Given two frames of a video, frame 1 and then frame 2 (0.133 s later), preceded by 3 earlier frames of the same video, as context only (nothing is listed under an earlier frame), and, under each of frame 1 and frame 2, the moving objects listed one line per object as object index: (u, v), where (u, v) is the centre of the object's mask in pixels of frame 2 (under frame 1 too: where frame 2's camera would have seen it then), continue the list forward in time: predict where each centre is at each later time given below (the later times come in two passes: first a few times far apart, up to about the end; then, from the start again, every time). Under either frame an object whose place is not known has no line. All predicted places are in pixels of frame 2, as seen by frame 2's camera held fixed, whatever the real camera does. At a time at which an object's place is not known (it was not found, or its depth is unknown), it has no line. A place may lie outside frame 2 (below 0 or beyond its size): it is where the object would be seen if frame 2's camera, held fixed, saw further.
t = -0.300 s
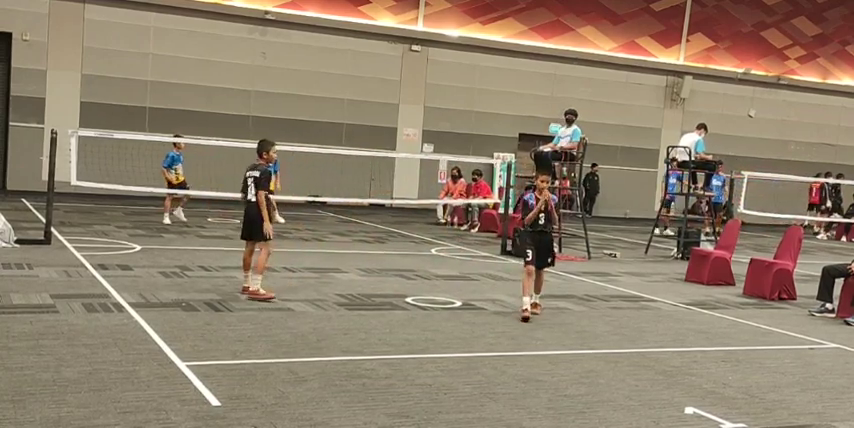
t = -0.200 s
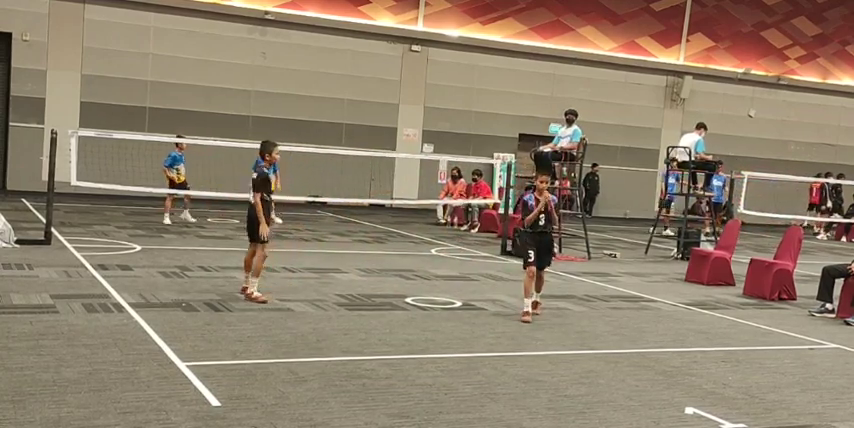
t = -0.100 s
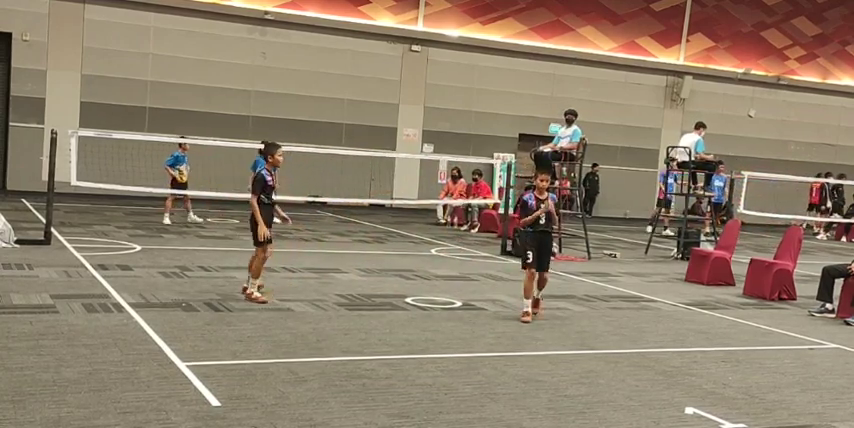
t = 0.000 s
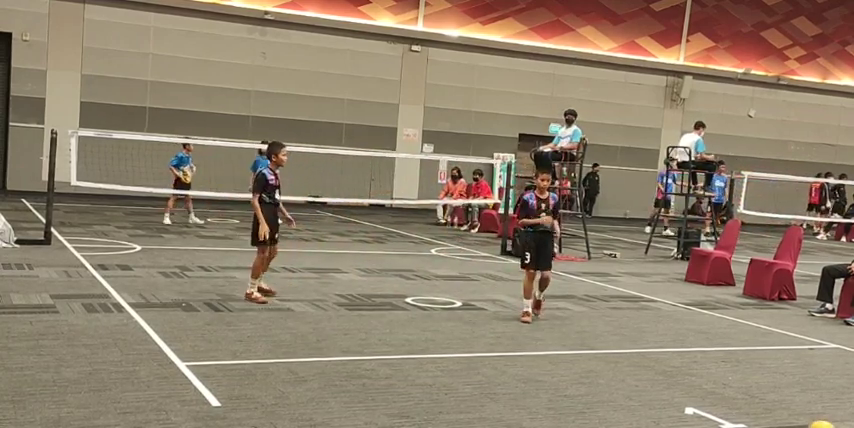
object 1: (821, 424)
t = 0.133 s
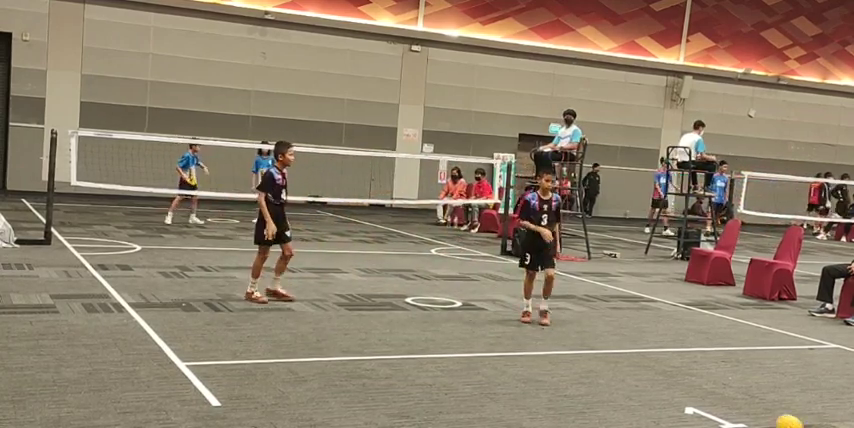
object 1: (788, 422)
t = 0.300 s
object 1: (753, 416)
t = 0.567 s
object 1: (701, 399)
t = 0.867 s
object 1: (653, 381)
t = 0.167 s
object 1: (781, 419)
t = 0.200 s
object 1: (774, 418)
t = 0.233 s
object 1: (767, 418)
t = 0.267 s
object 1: (760, 418)
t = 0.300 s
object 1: (753, 416)
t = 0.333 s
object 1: (746, 413)
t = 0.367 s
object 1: (739, 411)
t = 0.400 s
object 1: (732, 411)
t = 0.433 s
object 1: (726, 408)
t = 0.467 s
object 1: (720, 405)
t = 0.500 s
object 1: (714, 403)
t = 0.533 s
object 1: (707, 401)
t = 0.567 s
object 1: (701, 399)
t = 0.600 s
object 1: (696, 396)
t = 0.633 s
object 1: (690, 394)
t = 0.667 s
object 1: (684, 391)
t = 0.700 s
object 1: (679, 390)
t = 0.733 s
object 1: (673, 389)
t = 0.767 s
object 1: (668, 386)
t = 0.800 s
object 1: (663, 384)
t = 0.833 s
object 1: (658, 382)
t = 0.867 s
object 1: (653, 381)
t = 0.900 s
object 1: (649, 379)
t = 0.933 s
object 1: (643, 376)
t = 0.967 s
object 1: (639, 376)
